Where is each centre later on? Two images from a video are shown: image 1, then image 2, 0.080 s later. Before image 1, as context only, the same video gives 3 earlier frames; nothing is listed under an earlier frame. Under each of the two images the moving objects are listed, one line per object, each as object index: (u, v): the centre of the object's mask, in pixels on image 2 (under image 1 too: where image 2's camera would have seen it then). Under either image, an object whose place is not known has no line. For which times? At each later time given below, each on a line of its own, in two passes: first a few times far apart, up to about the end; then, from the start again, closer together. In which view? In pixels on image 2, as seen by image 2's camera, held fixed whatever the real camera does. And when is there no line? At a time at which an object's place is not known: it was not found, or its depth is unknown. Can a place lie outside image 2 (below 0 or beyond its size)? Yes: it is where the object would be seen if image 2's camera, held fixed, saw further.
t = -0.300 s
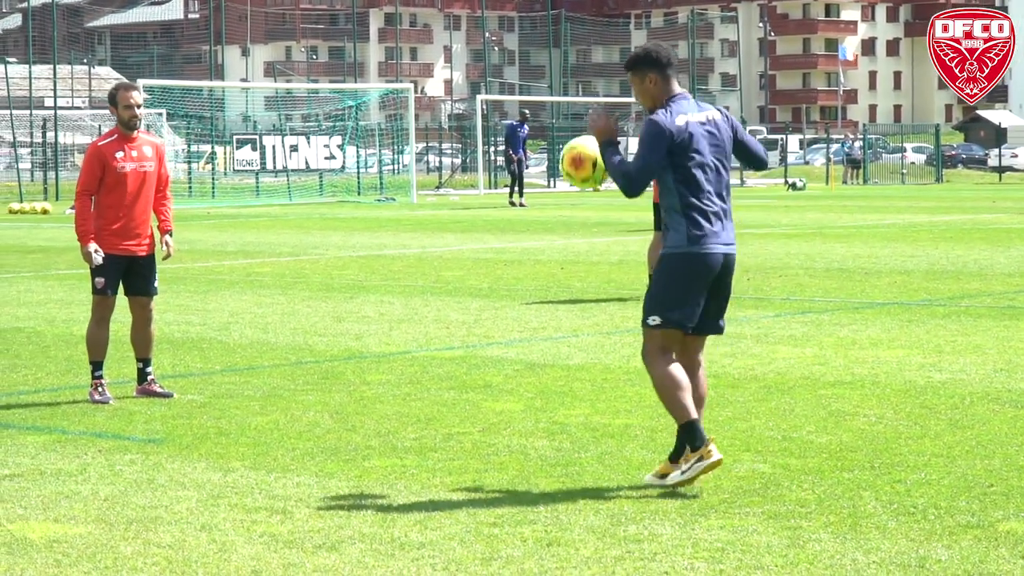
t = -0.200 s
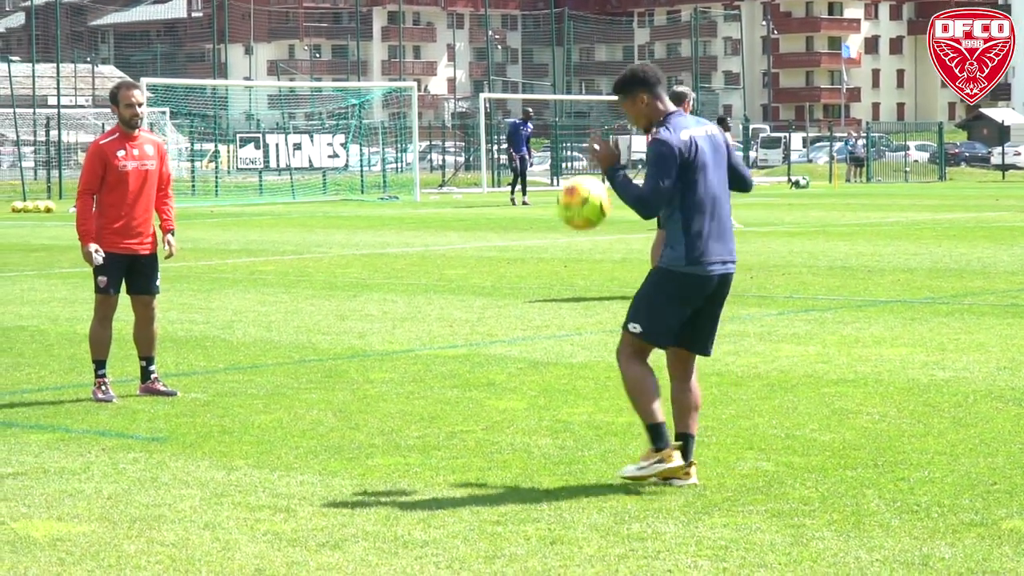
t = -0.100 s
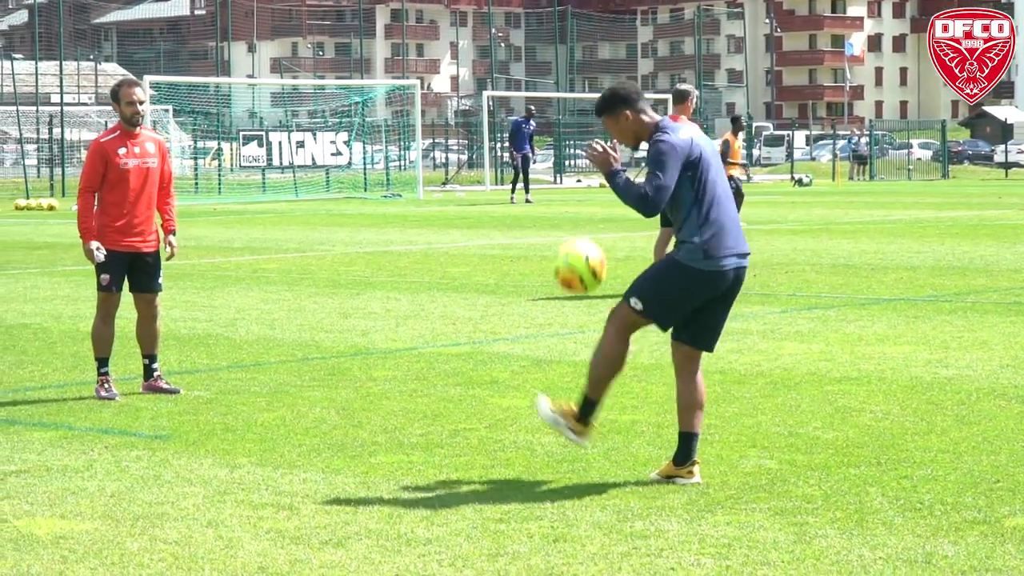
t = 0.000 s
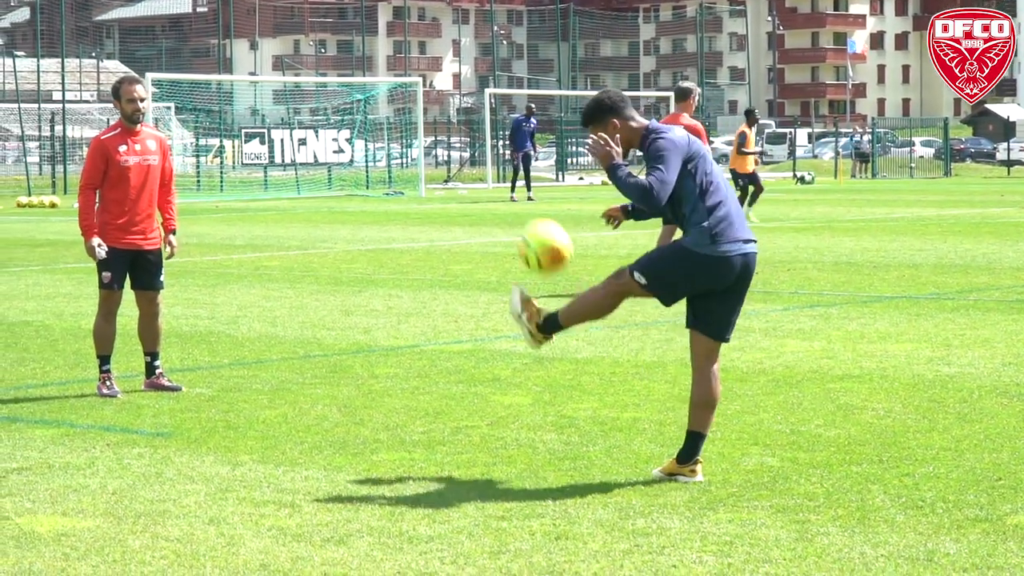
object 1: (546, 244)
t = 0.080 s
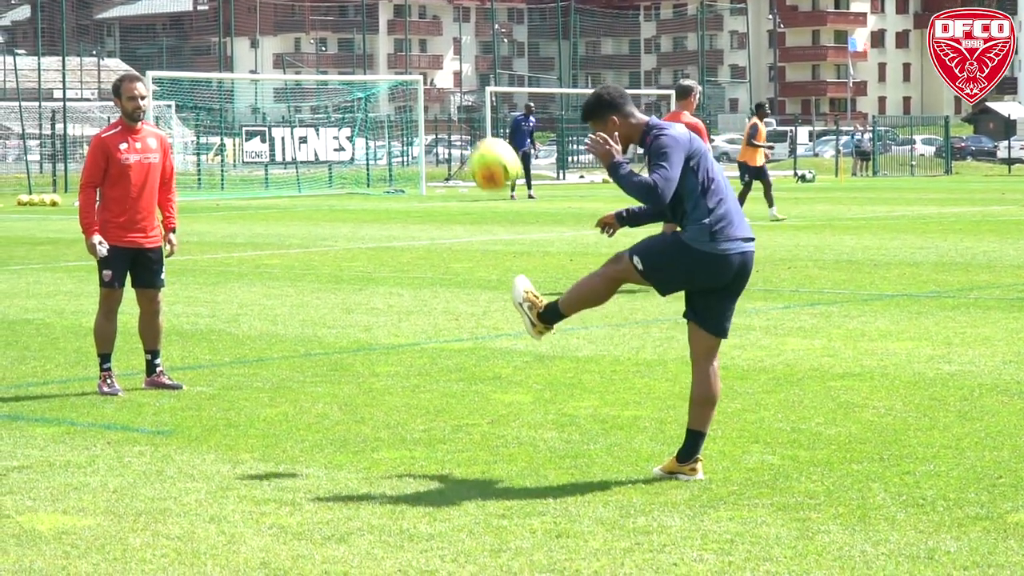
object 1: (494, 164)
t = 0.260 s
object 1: (385, 48)
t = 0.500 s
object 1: (257, 21)
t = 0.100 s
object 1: (482, 147)
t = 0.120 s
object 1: (469, 131)
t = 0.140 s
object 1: (456, 116)
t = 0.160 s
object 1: (445, 102)
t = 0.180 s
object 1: (433, 90)
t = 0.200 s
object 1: (420, 78)
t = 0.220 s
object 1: (409, 66)
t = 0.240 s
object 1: (396, 56)
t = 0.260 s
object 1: (385, 48)
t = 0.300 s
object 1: (362, 33)
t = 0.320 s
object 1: (351, 28)
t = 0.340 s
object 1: (340, 25)
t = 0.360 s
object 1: (330, 22)
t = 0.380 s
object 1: (319, 21)
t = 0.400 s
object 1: (309, 20)
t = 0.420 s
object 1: (298, 19)
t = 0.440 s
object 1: (288, 19)
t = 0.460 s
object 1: (278, 20)
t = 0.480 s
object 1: (268, 20)
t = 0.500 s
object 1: (257, 21)
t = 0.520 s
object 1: (247, 23)
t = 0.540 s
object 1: (238, 24)
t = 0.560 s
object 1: (228, 26)
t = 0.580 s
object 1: (219, 30)
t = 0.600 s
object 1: (210, 34)
